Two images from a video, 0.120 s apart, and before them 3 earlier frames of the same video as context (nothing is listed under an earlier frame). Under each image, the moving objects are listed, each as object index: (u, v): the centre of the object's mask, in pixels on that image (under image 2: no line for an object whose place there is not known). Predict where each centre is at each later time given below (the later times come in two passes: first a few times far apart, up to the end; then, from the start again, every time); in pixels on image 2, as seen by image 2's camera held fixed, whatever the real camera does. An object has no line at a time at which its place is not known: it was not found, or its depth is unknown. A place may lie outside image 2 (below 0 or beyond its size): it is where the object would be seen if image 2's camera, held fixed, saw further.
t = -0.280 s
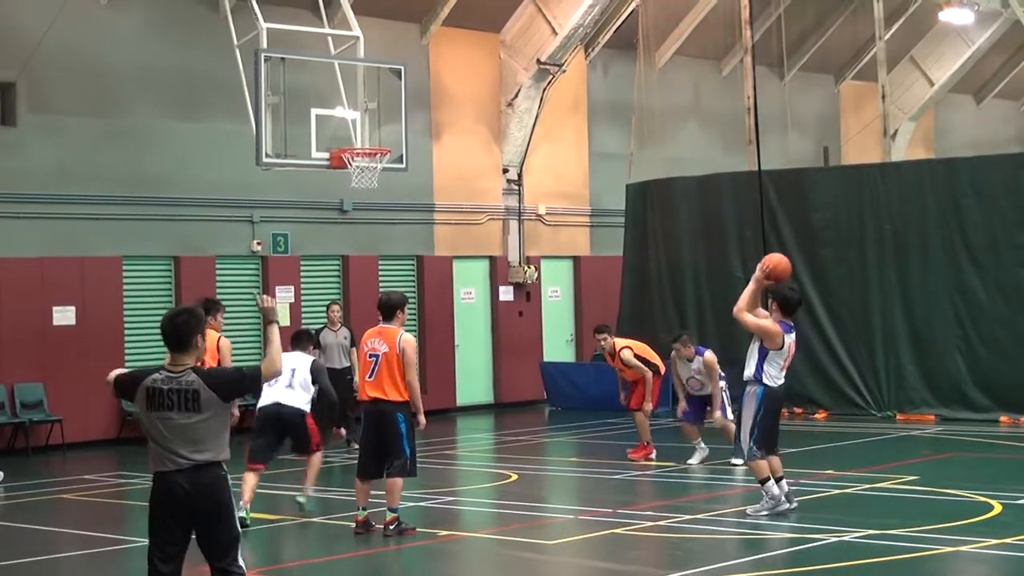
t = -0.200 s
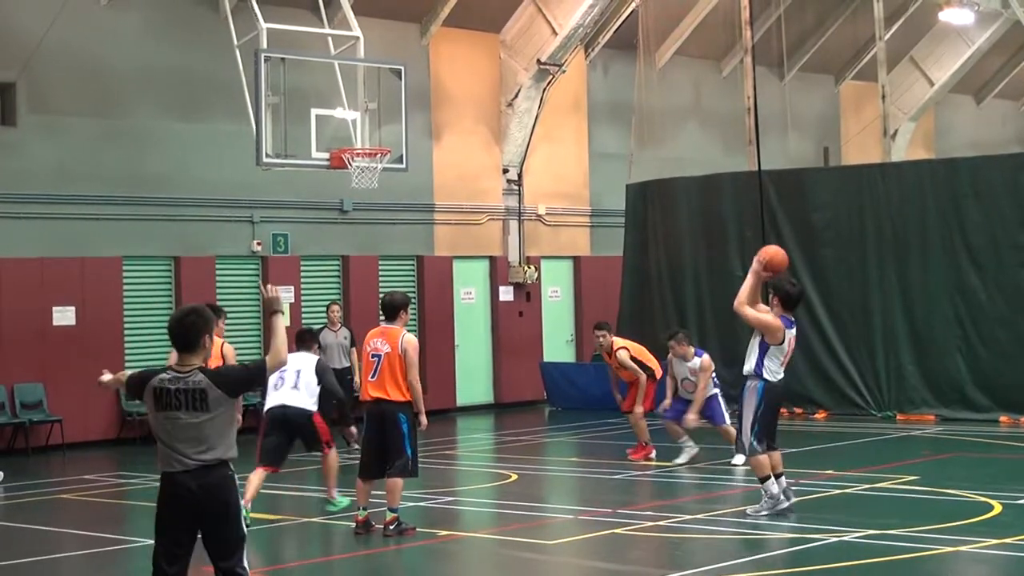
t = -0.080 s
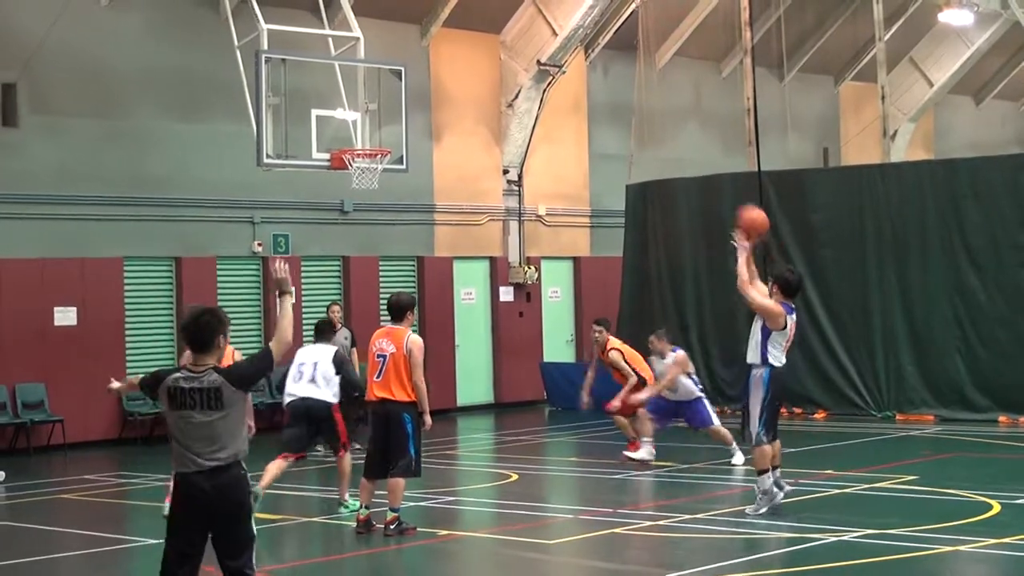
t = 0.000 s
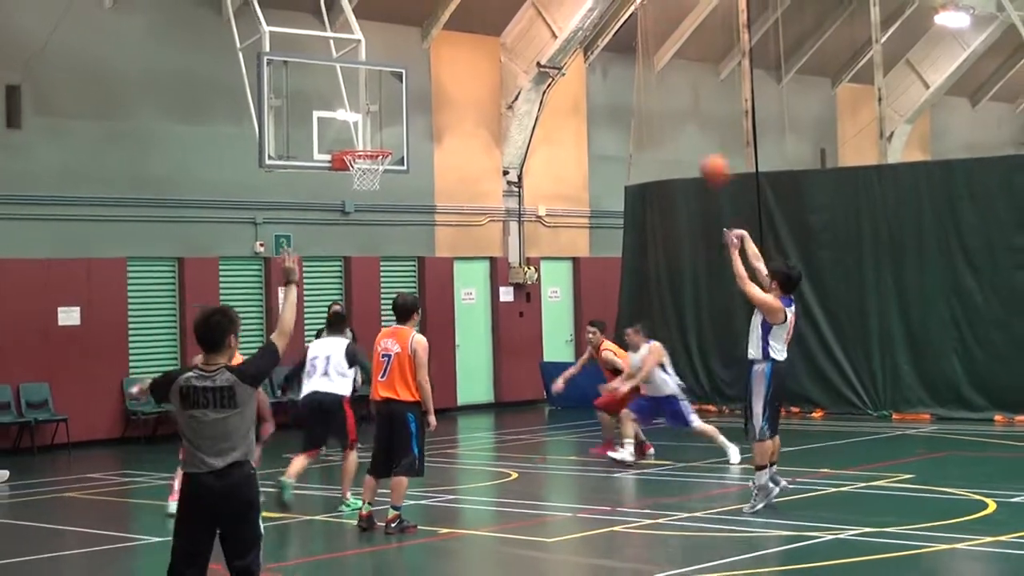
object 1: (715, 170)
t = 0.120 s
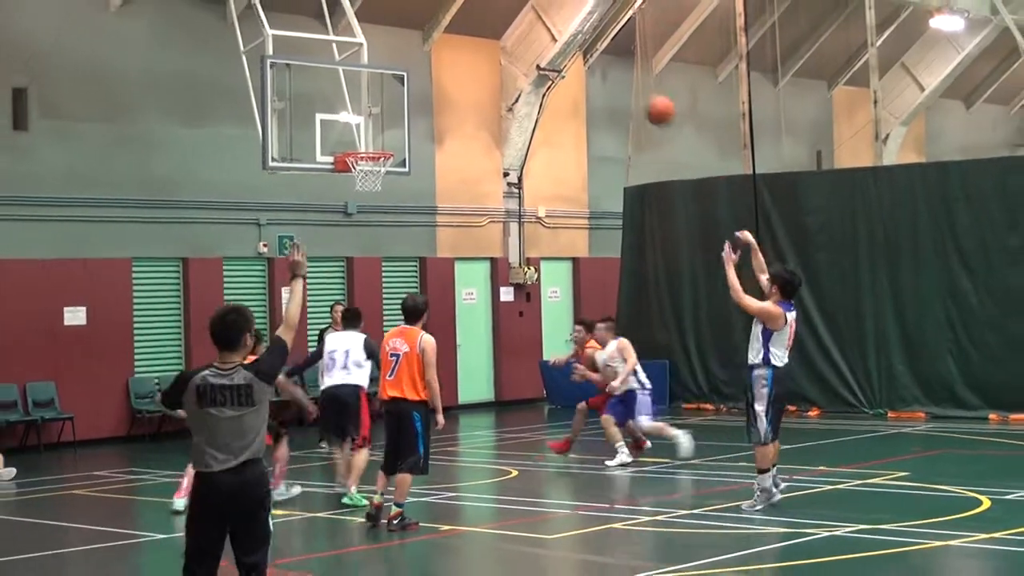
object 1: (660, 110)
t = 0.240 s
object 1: (610, 68)
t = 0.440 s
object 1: (535, 38)
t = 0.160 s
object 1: (643, 94)
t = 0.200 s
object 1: (627, 80)
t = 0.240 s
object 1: (610, 68)
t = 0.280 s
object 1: (593, 57)
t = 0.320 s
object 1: (579, 51)
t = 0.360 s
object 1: (565, 45)
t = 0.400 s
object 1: (548, 40)
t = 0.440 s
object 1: (535, 38)
